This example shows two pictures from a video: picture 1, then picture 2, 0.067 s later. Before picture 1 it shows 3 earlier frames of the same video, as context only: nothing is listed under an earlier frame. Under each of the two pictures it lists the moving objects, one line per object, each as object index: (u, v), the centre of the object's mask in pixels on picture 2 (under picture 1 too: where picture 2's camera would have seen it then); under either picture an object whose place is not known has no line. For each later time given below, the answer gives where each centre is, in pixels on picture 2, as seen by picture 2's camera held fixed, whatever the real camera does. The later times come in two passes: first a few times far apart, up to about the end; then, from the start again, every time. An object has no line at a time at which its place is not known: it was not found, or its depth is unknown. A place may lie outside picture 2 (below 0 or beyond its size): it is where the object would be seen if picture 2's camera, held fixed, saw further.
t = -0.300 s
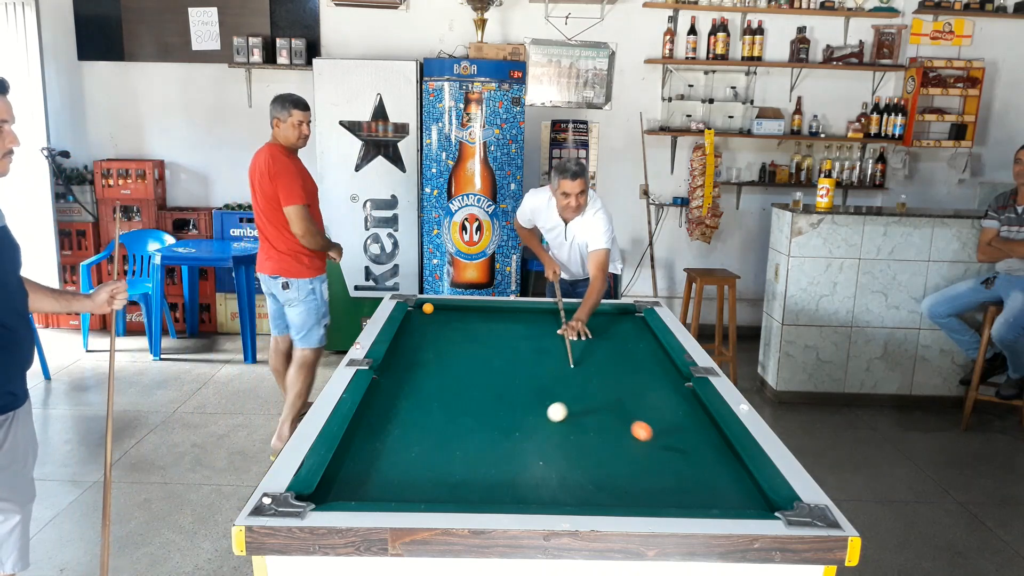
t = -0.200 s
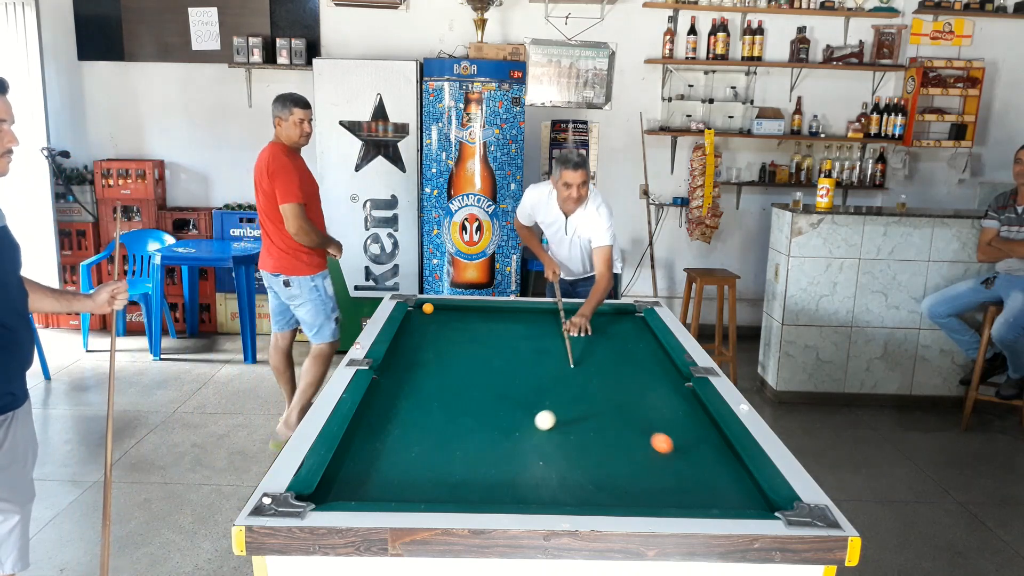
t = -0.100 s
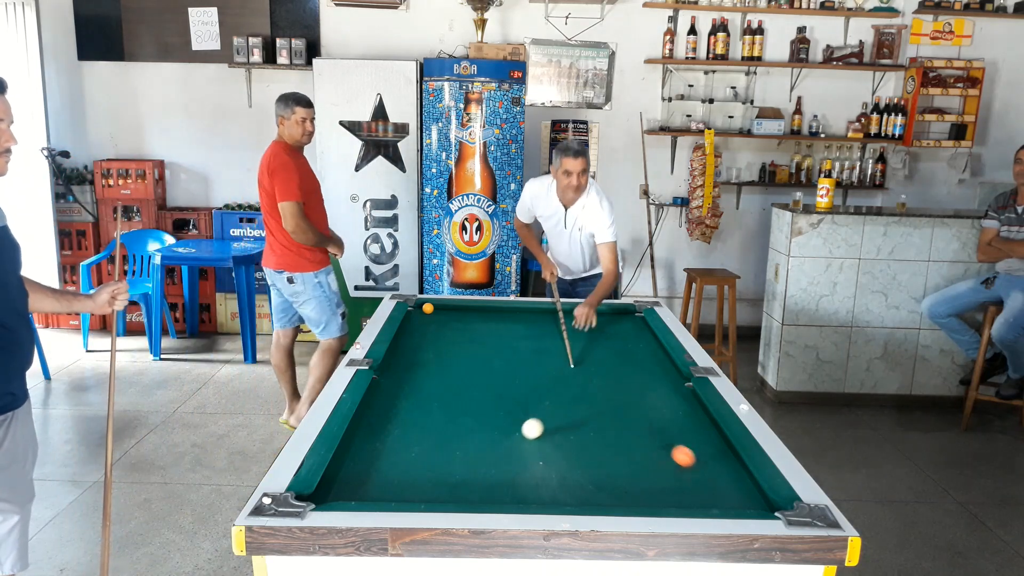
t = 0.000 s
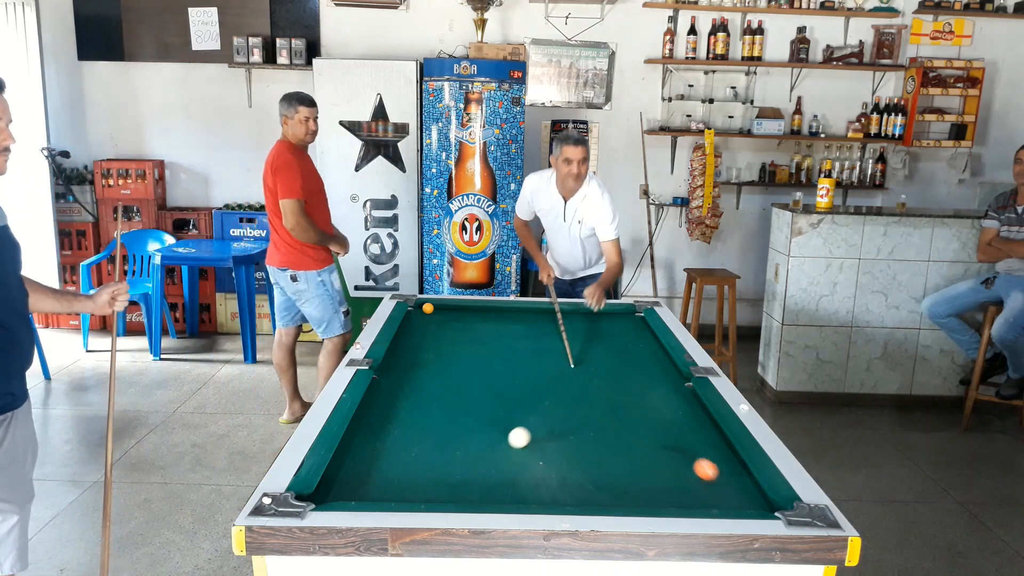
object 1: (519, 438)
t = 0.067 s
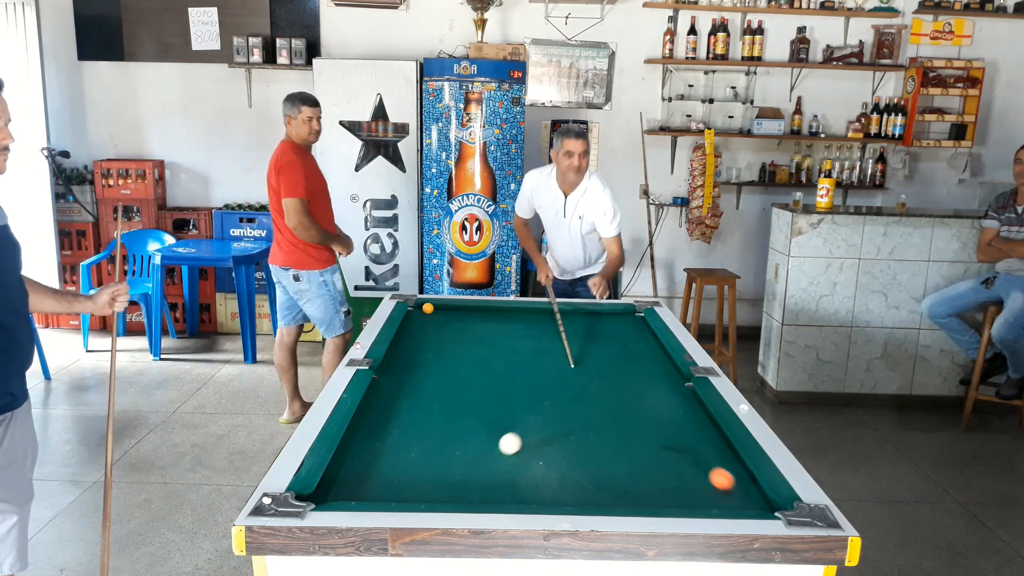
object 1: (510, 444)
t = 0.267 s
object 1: (481, 464)
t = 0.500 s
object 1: (442, 489)
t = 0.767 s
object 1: (408, 489)
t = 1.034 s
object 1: (387, 471)
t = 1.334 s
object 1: (366, 454)
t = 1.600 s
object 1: (351, 440)
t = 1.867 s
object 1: (364, 432)
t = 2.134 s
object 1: (377, 426)
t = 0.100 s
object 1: (505, 447)
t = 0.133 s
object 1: (501, 450)
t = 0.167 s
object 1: (496, 454)
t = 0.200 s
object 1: (491, 457)
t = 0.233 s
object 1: (486, 460)
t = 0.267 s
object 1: (481, 464)
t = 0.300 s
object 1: (475, 467)
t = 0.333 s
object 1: (470, 471)
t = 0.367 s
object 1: (465, 474)
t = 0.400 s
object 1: (459, 477)
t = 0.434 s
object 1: (454, 481)
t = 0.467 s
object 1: (448, 485)
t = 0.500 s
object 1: (442, 489)
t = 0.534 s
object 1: (436, 491)
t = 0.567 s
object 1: (430, 494)
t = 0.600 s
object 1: (425, 496)
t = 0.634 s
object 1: (420, 496)
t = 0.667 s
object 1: (417, 494)
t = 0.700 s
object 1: (414, 493)
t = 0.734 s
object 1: (411, 491)
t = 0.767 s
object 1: (408, 489)
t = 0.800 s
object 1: (405, 487)
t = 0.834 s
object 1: (402, 484)
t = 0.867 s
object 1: (399, 482)
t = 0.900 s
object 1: (397, 480)
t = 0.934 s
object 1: (394, 478)
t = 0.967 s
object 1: (392, 475)
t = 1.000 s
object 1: (389, 473)
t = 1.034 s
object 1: (387, 471)
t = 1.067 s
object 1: (384, 469)
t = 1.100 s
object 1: (382, 467)
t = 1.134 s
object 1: (379, 465)
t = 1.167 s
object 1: (377, 463)
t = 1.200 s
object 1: (375, 461)
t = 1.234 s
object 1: (373, 459)
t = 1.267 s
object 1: (370, 457)
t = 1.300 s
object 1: (368, 455)
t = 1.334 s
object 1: (366, 454)
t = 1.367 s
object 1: (364, 452)
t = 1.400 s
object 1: (362, 450)
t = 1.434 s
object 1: (360, 448)
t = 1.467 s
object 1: (358, 447)
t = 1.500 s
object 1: (356, 445)
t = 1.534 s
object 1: (355, 444)
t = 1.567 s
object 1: (353, 442)
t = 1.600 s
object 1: (351, 440)
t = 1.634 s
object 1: (351, 439)
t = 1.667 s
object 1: (353, 438)
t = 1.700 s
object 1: (355, 437)
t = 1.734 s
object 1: (357, 436)
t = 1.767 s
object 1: (359, 435)
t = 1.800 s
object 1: (361, 434)
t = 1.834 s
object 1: (363, 433)
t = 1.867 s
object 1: (364, 432)
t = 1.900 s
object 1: (366, 431)
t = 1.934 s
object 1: (368, 430)
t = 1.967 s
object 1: (369, 430)
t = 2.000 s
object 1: (371, 429)
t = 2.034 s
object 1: (372, 428)
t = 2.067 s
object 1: (374, 427)
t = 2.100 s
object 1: (376, 426)
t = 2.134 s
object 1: (377, 426)
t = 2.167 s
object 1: (378, 425)
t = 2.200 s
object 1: (380, 424)
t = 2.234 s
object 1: (381, 424)
